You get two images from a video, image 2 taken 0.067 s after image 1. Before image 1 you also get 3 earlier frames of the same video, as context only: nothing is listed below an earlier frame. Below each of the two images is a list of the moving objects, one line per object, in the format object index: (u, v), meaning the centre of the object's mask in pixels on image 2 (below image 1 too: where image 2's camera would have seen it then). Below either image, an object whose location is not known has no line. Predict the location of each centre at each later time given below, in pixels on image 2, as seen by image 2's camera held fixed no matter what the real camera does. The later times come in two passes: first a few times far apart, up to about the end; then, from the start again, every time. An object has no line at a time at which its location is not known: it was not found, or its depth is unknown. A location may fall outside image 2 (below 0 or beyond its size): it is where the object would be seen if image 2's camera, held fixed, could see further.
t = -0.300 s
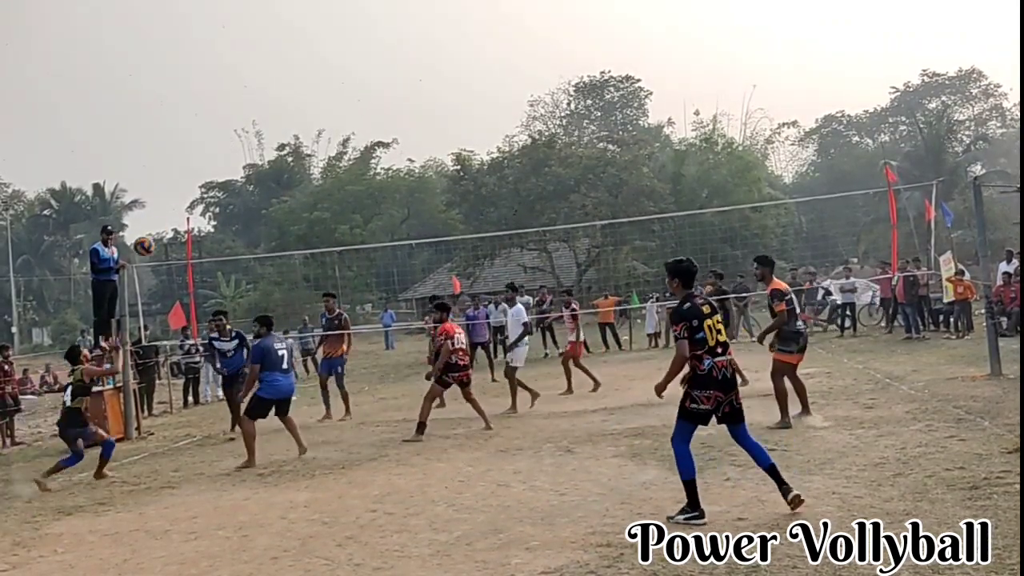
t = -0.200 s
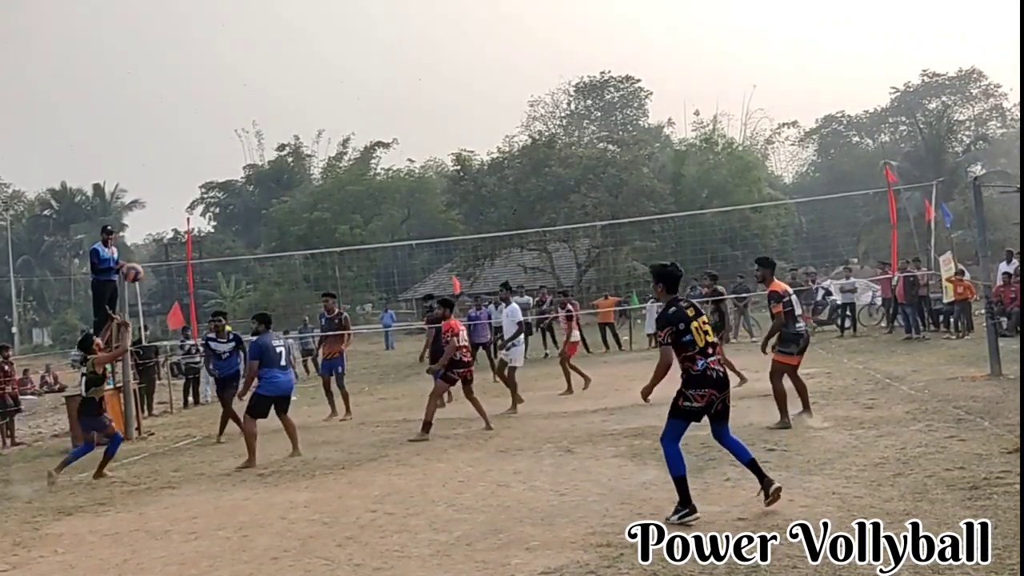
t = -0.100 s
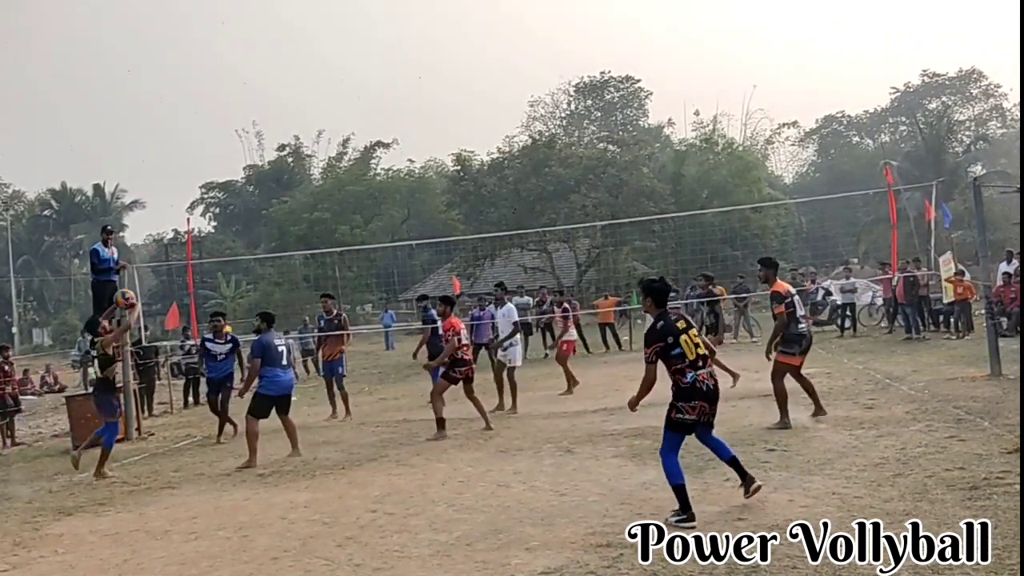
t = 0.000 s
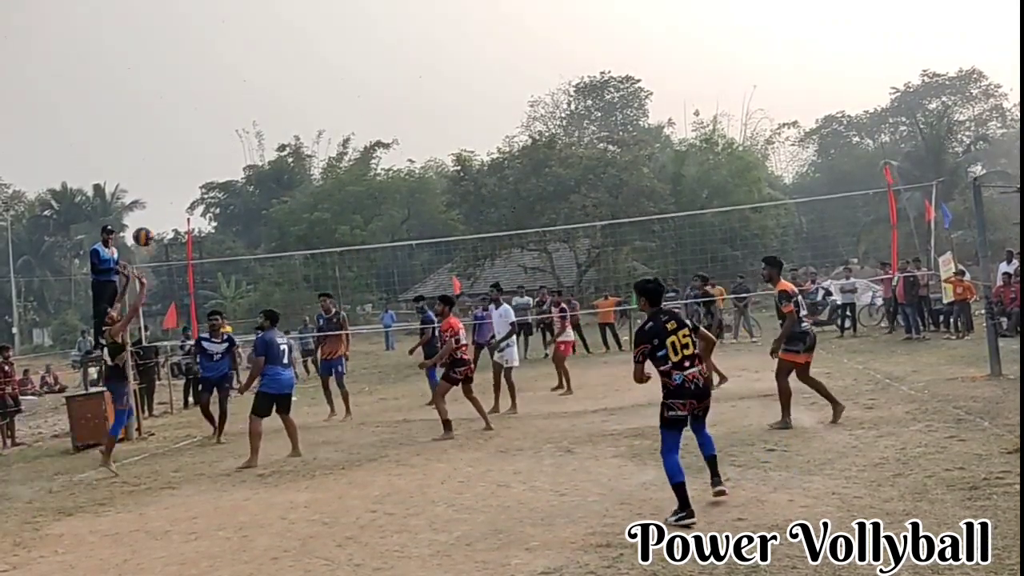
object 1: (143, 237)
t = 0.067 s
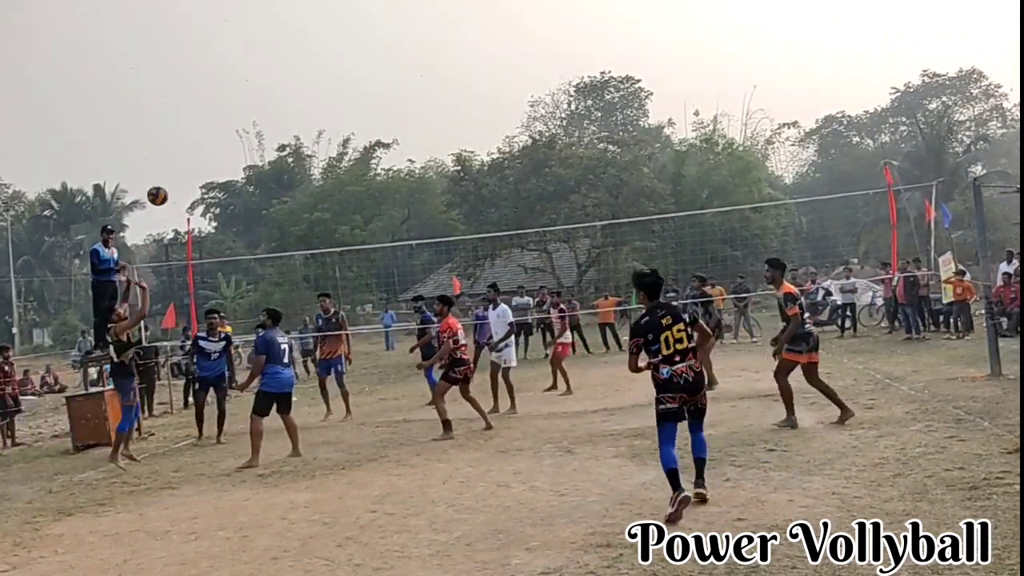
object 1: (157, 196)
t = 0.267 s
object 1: (200, 102)
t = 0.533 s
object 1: (257, 37)
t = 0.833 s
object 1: (322, 40)
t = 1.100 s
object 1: (380, 103)
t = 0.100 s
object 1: (164, 177)
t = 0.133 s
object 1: (172, 160)
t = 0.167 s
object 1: (179, 144)
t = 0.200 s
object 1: (186, 129)
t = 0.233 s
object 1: (193, 115)
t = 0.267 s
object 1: (200, 102)
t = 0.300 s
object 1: (207, 90)
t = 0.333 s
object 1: (215, 80)
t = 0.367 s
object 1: (222, 70)
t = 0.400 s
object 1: (229, 61)
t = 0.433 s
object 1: (236, 54)
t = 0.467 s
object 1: (243, 47)
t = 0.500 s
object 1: (250, 42)
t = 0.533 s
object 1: (257, 37)
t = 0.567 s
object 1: (264, 34)
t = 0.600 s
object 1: (271, 31)
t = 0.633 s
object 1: (278, 29)
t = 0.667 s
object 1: (286, 29)
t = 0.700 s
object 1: (293, 29)
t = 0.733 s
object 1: (300, 30)
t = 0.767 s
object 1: (307, 32)
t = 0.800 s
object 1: (314, 35)
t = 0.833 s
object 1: (322, 40)
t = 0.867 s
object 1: (329, 44)
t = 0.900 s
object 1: (336, 50)
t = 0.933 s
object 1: (344, 57)
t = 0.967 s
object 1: (351, 65)
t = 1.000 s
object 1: (358, 73)
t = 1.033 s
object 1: (366, 82)
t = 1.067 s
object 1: (373, 92)
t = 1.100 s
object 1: (380, 103)
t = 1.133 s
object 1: (387, 115)
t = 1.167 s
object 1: (394, 127)
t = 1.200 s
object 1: (401, 140)
